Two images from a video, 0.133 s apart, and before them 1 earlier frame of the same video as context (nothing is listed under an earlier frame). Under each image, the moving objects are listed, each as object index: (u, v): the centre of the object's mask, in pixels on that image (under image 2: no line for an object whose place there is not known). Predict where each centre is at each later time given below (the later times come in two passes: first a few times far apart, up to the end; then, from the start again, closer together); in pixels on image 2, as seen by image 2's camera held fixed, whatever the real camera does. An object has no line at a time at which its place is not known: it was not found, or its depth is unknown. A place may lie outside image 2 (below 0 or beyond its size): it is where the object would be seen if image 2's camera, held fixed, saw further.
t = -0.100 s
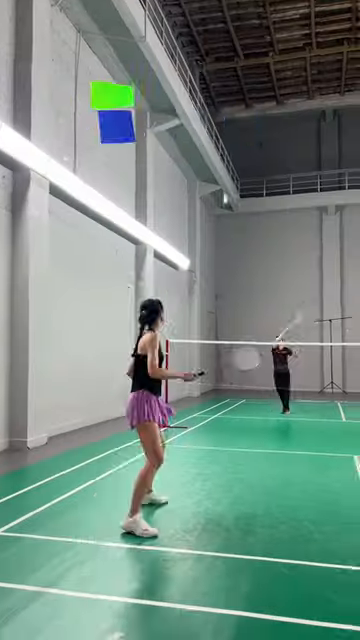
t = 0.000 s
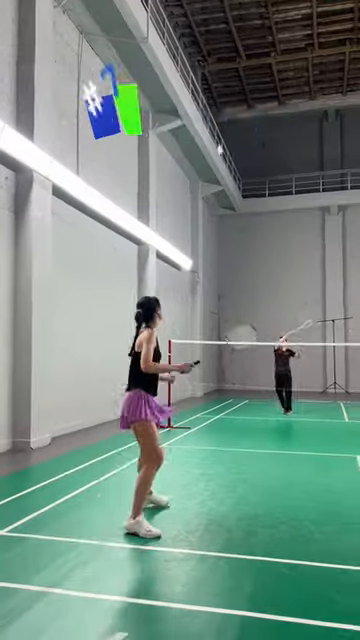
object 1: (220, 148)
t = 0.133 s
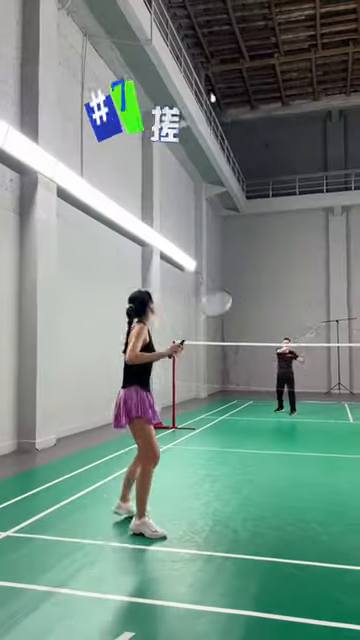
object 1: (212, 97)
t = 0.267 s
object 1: (201, 58)
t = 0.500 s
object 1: (181, 20)
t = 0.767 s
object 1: (154, 32)
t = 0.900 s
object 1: (139, 63)
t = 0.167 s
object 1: (209, 86)
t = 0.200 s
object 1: (207, 76)
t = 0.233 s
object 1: (204, 67)
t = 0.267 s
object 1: (201, 58)
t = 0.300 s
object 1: (198, 50)
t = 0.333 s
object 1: (196, 44)
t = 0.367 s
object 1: (193, 38)
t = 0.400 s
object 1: (190, 32)
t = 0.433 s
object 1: (187, 27)
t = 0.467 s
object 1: (185, 23)
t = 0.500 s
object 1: (181, 20)
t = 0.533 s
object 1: (178, 18)
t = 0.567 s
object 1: (175, 17)
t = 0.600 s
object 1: (172, 17)
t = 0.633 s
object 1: (169, 18)
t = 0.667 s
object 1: (165, 20)
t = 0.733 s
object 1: (157, 27)
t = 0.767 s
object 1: (154, 32)
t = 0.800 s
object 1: (150, 37)
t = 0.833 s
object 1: (147, 45)
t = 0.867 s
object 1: (143, 54)
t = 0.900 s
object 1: (139, 63)
